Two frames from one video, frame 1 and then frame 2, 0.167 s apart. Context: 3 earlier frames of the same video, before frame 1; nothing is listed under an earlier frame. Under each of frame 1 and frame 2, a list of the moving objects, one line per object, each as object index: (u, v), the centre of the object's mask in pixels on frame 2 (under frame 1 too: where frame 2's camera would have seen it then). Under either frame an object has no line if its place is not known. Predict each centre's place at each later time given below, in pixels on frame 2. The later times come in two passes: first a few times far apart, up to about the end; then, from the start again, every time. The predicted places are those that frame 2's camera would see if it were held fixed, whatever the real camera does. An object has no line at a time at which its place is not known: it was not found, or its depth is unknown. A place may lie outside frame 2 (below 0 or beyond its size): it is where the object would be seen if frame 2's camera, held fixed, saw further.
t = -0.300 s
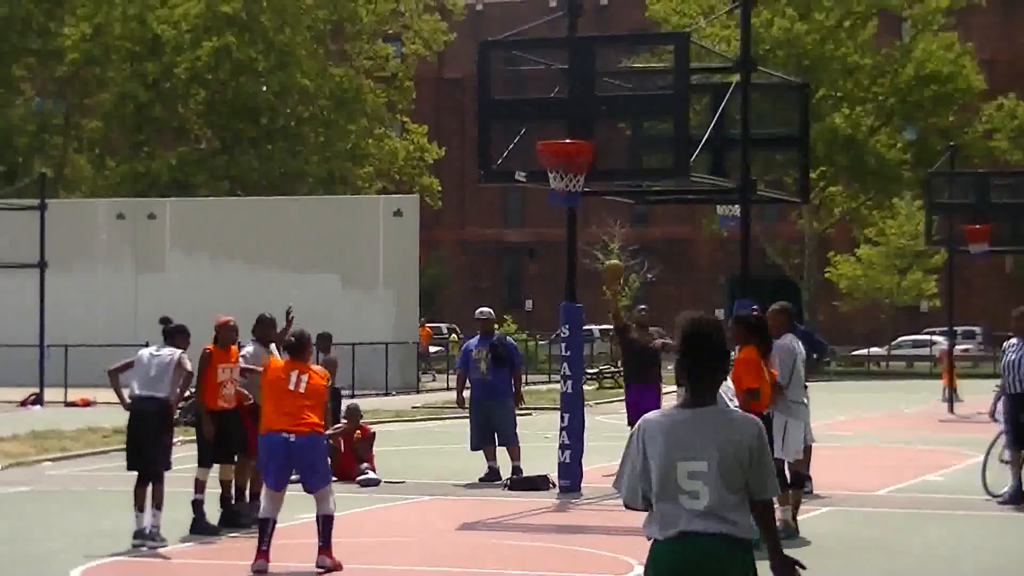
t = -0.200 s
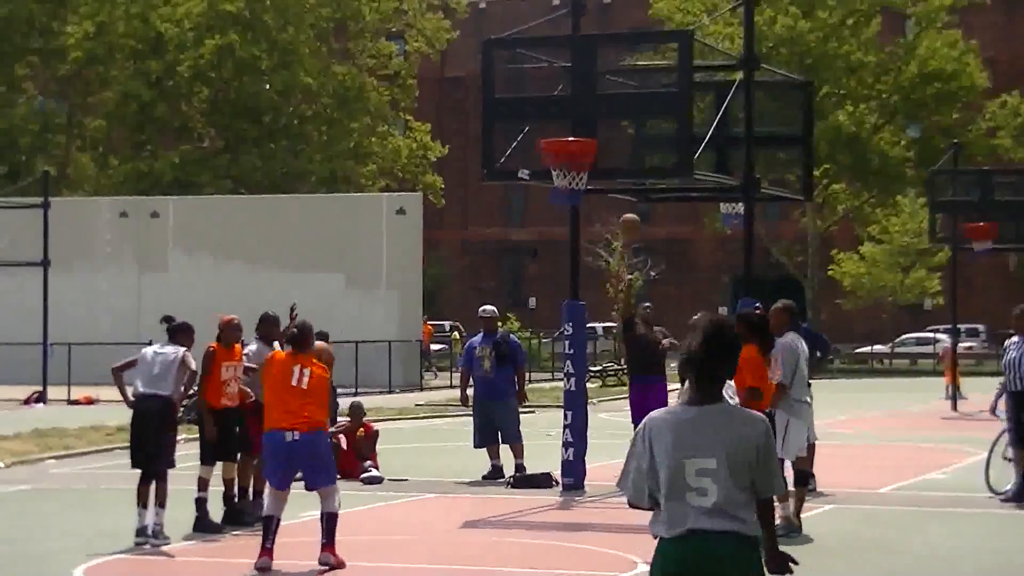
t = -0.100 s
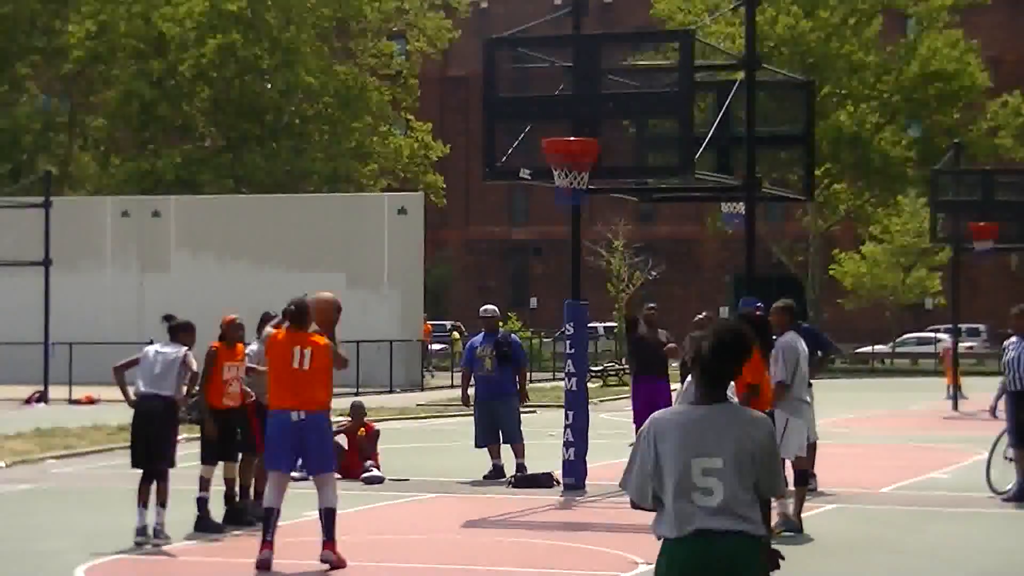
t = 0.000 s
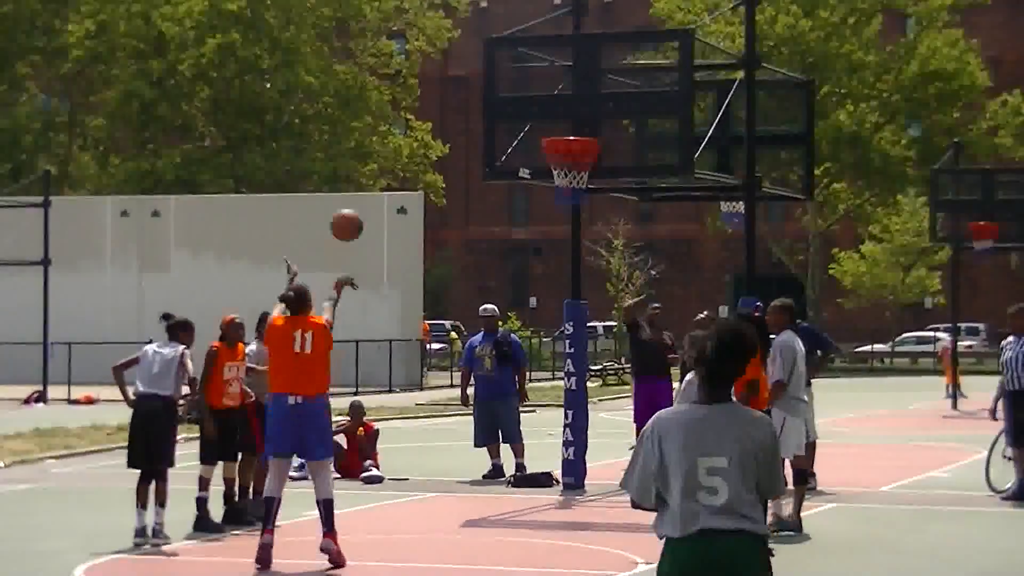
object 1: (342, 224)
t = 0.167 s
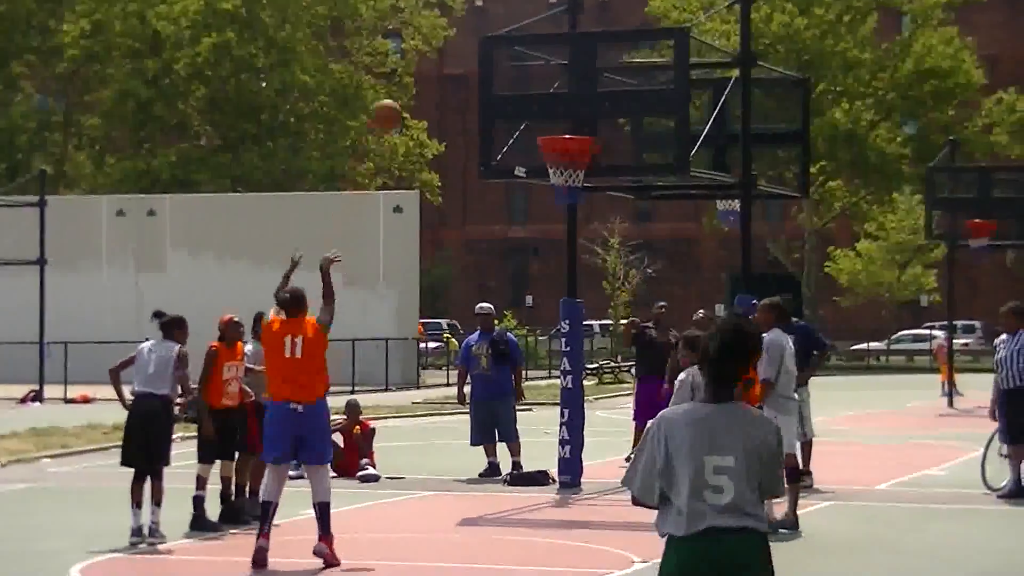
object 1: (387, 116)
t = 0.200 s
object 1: (395, 99)
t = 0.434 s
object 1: (446, 33)
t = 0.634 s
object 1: (490, 37)
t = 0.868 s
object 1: (533, 101)
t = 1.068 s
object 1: (579, 97)
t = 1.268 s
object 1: (595, 79)
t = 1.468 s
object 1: (612, 104)
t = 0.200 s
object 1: (395, 99)
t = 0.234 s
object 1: (399, 89)
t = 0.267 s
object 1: (407, 74)
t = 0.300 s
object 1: (416, 62)
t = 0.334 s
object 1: (425, 54)
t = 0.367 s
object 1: (429, 51)
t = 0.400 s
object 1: (438, 38)
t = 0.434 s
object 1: (446, 33)
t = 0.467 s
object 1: (454, 31)
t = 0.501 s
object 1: (460, 29)
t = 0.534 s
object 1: (468, 30)
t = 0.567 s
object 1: (475, 30)
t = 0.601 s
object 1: (483, 32)
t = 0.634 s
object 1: (490, 37)
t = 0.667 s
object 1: (495, 42)
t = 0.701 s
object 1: (502, 48)
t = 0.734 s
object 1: (508, 56)
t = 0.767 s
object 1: (515, 67)
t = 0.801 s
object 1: (522, 76)
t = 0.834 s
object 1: (527, 88)
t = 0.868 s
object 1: (533, 101)
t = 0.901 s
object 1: (541, 115)
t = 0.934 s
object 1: (545, 126)
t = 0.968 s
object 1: (552, 121)
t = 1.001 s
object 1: (562, 112)
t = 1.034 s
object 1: (571, 104)
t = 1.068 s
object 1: (579, 97)
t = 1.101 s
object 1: (582, 91)
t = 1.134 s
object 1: (584, 85)
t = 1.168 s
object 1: (586, 82)
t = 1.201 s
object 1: (590, 80)
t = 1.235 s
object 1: (592, 78)
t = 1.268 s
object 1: (595, 79)
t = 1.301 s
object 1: (597, 79)
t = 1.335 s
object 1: (601, 82)
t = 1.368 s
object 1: (603, 86)
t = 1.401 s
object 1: (607, 90)
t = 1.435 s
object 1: (609, 97)
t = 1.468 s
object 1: (612, 104)
